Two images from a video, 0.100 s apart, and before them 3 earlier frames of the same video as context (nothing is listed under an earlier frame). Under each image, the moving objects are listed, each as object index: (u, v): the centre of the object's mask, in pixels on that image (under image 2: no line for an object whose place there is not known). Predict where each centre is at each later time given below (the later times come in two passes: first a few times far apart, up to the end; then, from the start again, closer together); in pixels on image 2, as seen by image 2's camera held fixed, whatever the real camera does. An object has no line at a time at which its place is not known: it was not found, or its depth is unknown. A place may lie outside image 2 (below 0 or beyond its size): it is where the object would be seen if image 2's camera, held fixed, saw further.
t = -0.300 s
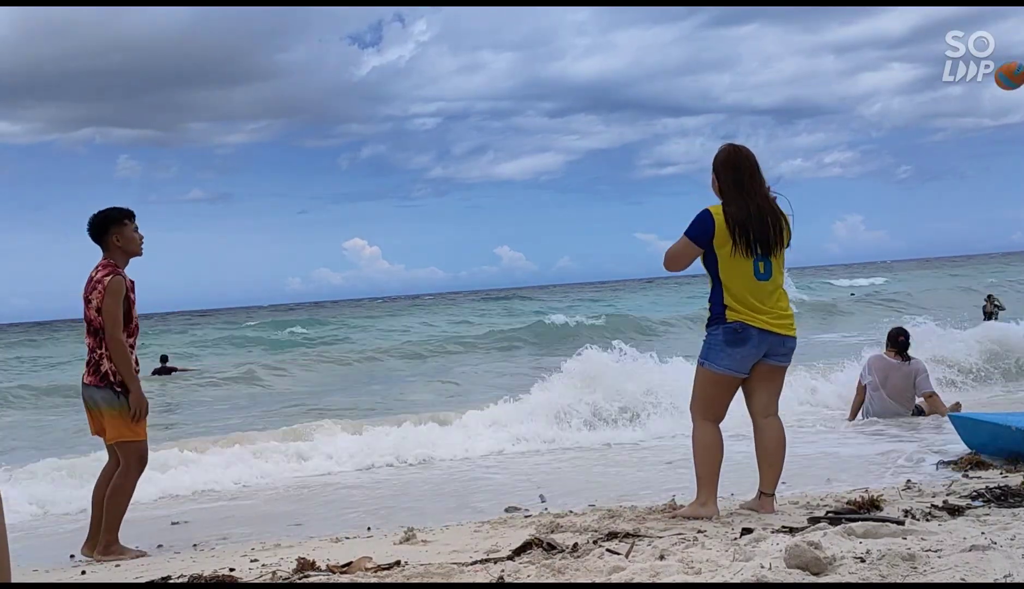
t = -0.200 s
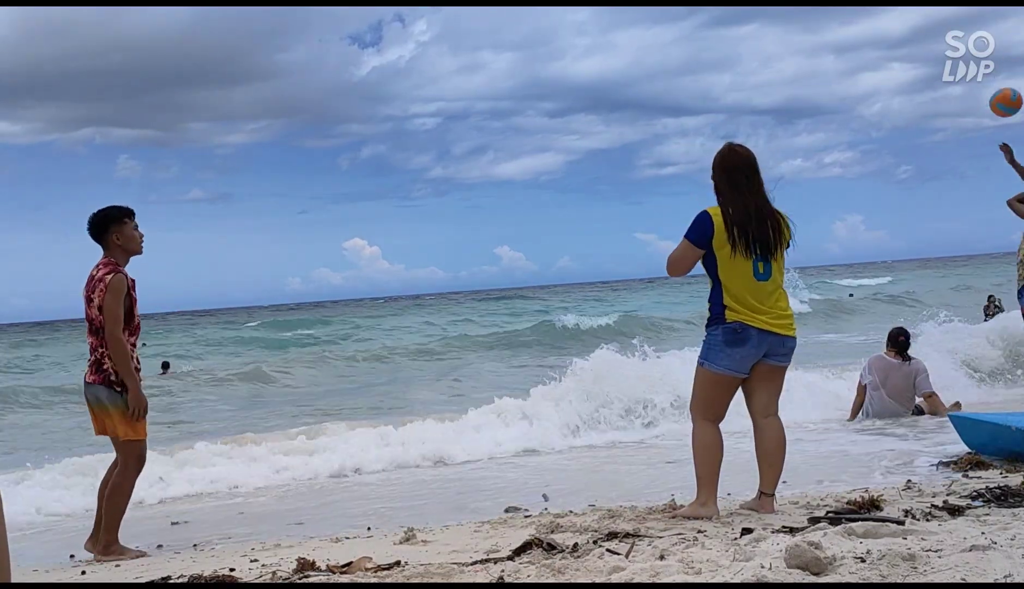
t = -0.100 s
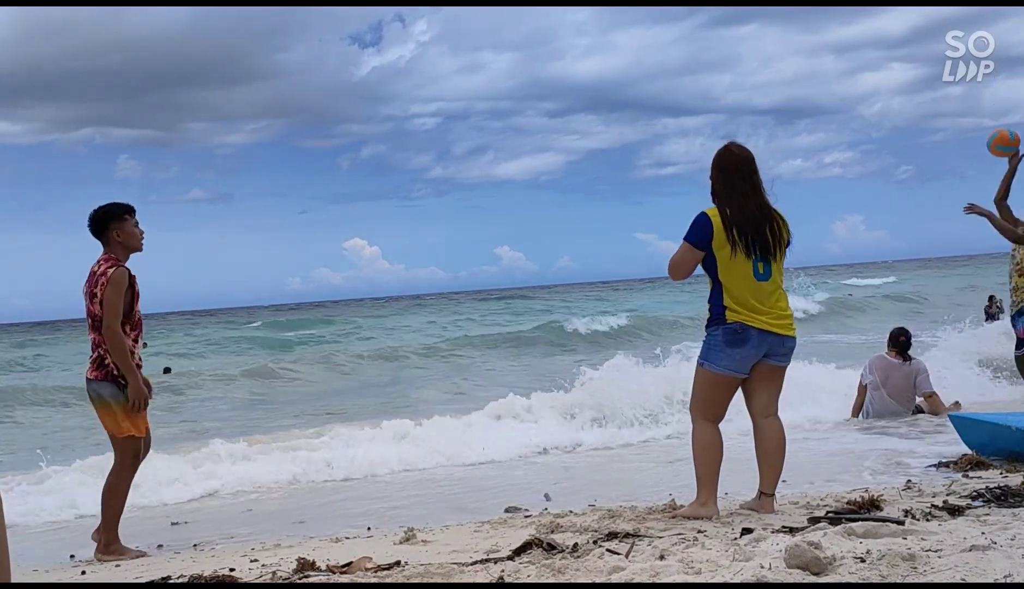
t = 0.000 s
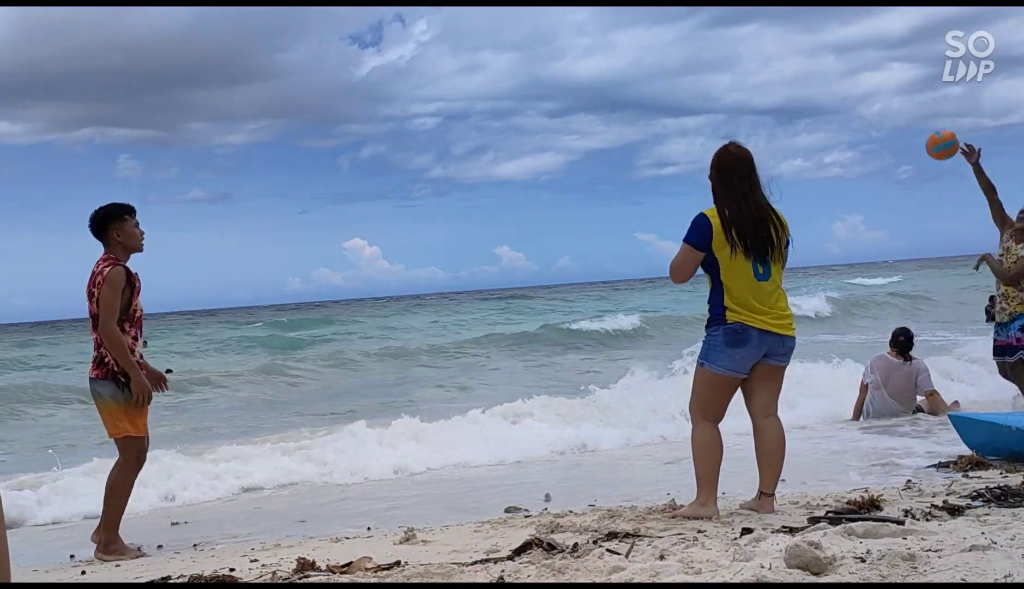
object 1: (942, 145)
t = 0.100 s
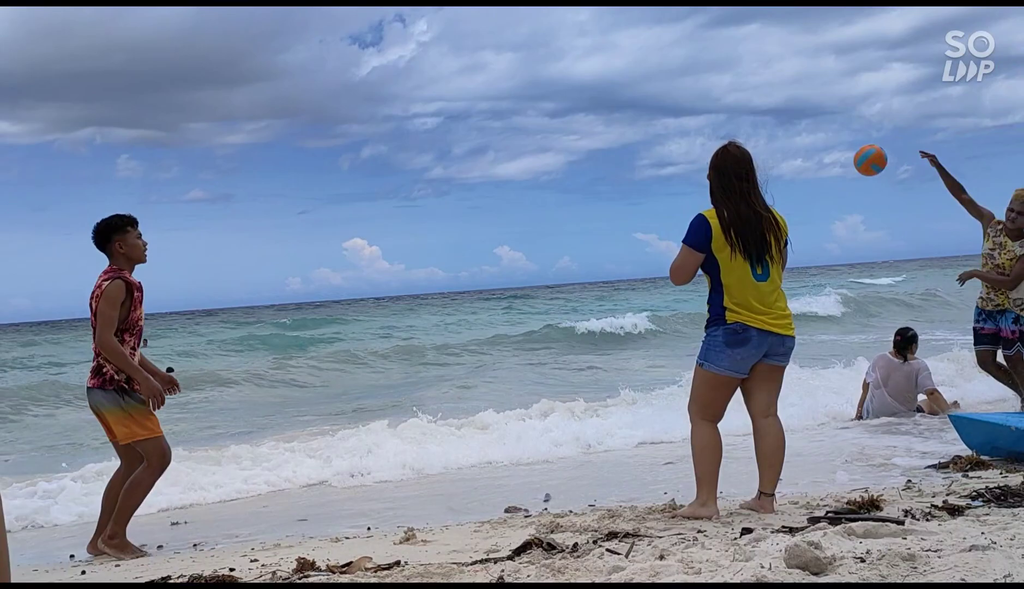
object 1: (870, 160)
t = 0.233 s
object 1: (778, 202)
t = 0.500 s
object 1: (581, 385)
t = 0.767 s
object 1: (381, 468)
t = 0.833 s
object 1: (332, 475)
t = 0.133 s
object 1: (846, 168)
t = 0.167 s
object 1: (822, 179)
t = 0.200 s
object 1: (799, 191)
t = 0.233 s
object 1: (778, 202)
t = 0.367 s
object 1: (674, 286)
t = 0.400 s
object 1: (656, 303)
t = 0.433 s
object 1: (631, 328)
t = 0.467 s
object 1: (606, 356)
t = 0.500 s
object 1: (581, 385)
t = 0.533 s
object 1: (556, 417)
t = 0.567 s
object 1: (531, 452)
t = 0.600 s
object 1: (505, 483)
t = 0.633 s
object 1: (480, 477)
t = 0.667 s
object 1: (456, 472)
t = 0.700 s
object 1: (431, 469)
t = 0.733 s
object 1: (406, 467)
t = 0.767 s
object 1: (381, 468)
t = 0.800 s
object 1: (357, 471)
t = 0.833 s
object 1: (332, 475)
